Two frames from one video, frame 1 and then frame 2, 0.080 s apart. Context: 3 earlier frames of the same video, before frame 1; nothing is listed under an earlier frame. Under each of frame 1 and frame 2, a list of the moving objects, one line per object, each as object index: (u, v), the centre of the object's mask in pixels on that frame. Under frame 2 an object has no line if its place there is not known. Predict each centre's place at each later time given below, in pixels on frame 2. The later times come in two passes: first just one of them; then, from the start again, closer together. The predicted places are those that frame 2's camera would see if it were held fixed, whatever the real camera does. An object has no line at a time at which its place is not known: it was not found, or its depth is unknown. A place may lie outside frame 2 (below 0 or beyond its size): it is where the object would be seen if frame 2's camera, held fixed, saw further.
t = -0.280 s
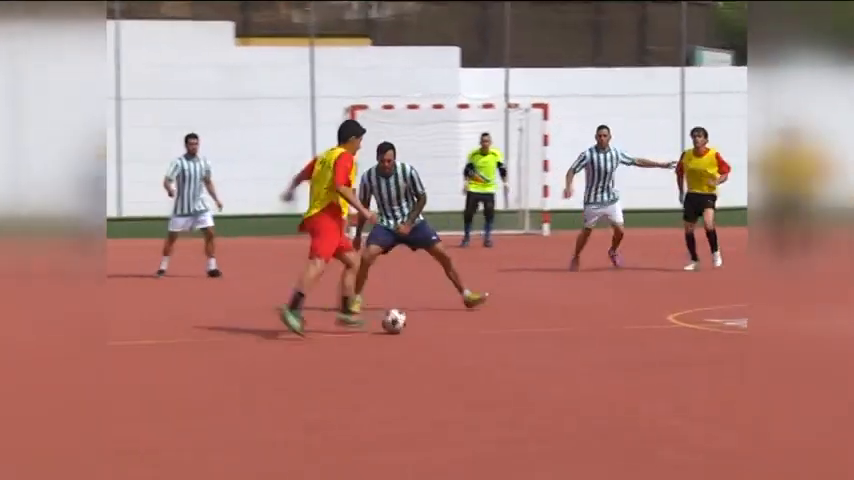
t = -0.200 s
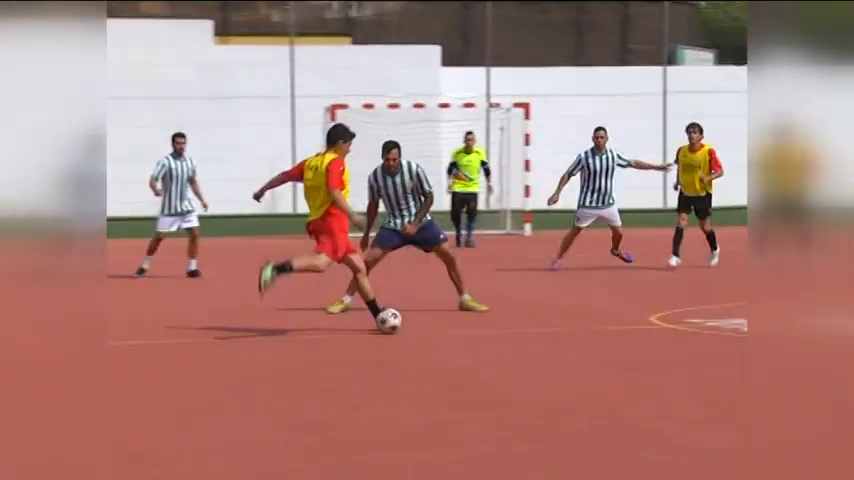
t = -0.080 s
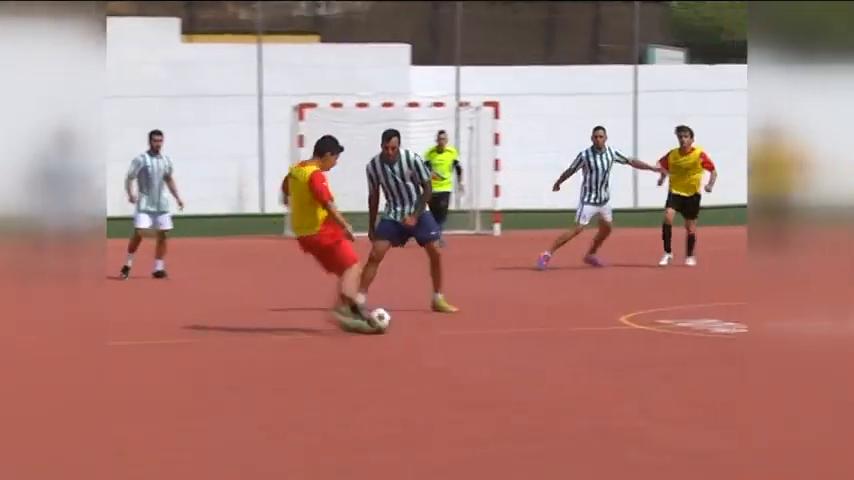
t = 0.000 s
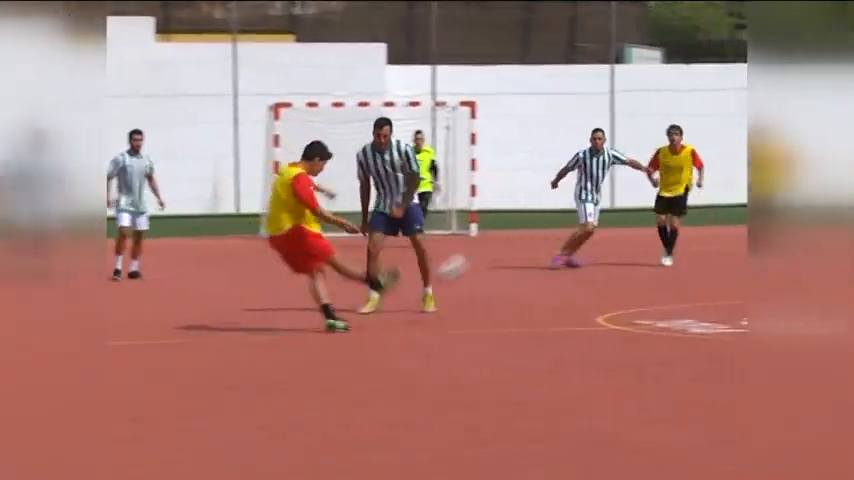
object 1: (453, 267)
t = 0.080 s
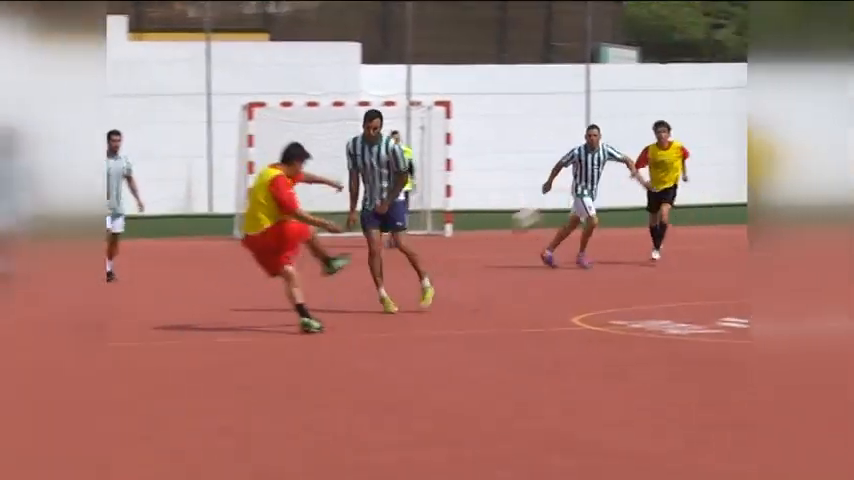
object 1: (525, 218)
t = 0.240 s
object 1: (685, 149)
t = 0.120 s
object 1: (568, 200)
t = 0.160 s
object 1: (610, 179)
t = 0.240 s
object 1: (685, 149)
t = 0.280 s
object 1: (716, 139)
